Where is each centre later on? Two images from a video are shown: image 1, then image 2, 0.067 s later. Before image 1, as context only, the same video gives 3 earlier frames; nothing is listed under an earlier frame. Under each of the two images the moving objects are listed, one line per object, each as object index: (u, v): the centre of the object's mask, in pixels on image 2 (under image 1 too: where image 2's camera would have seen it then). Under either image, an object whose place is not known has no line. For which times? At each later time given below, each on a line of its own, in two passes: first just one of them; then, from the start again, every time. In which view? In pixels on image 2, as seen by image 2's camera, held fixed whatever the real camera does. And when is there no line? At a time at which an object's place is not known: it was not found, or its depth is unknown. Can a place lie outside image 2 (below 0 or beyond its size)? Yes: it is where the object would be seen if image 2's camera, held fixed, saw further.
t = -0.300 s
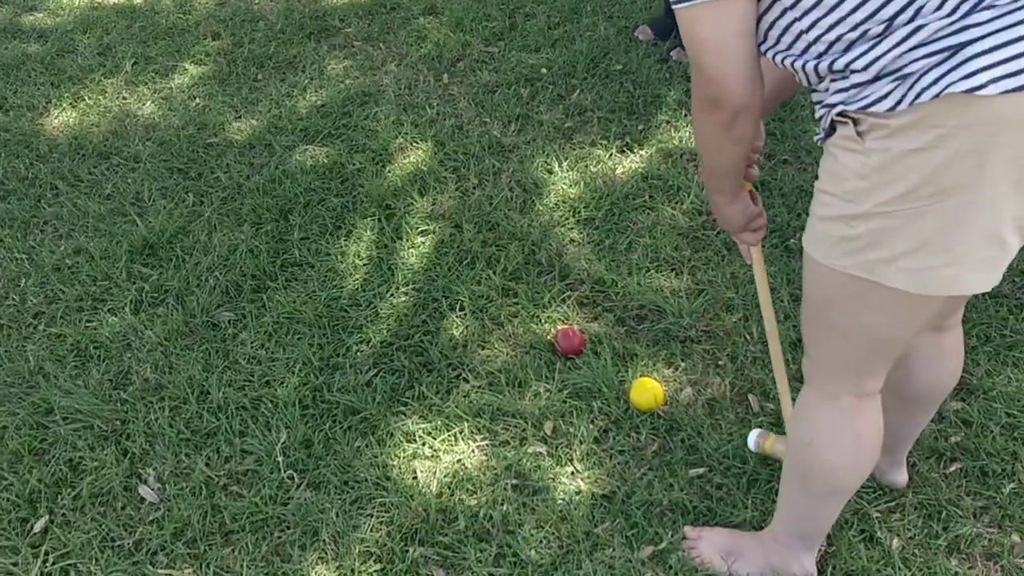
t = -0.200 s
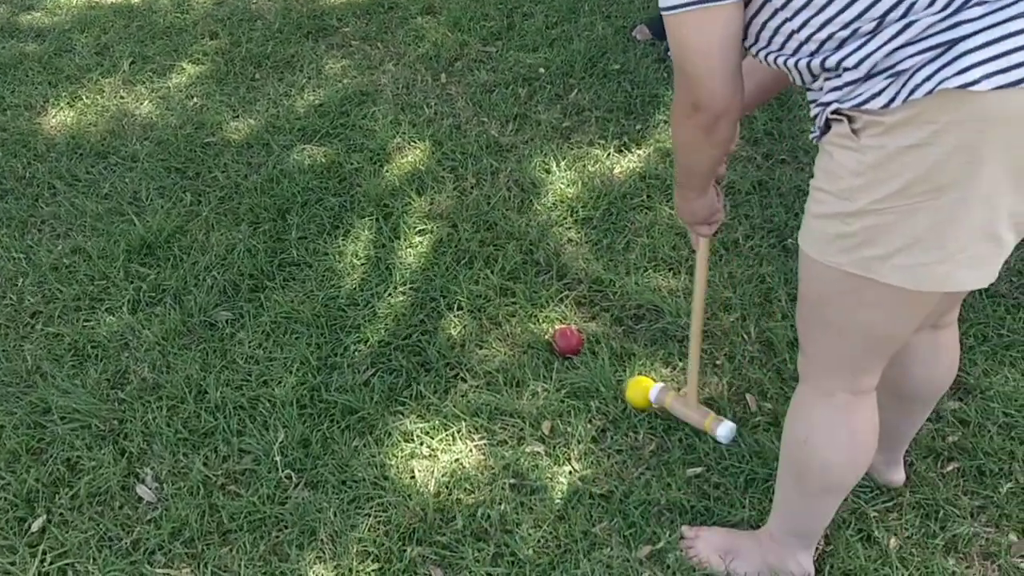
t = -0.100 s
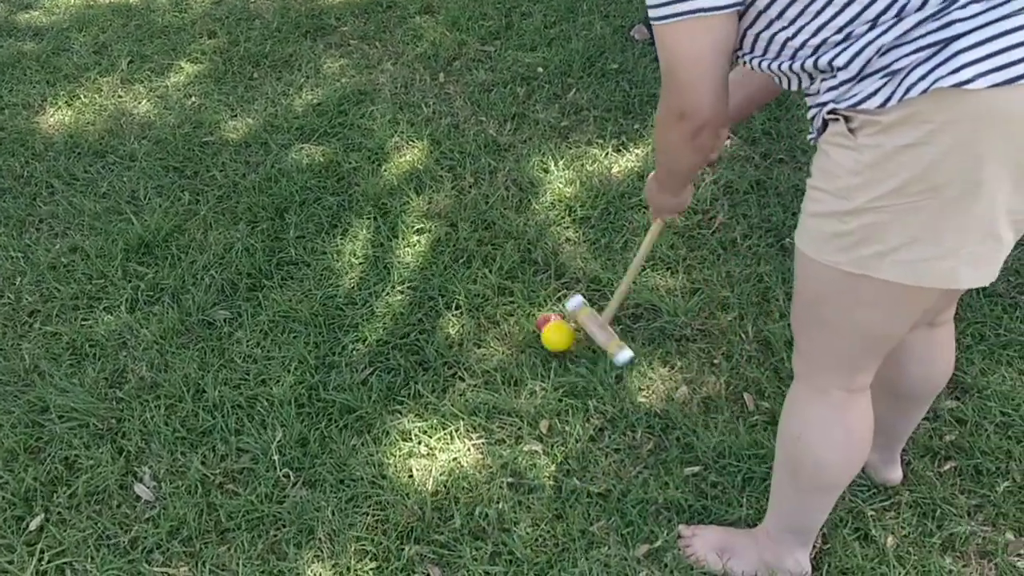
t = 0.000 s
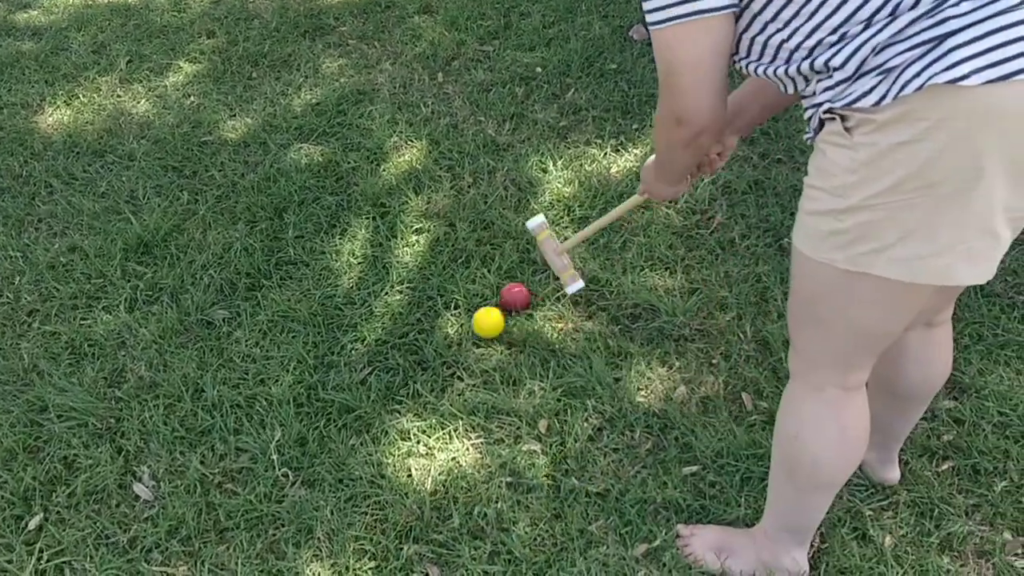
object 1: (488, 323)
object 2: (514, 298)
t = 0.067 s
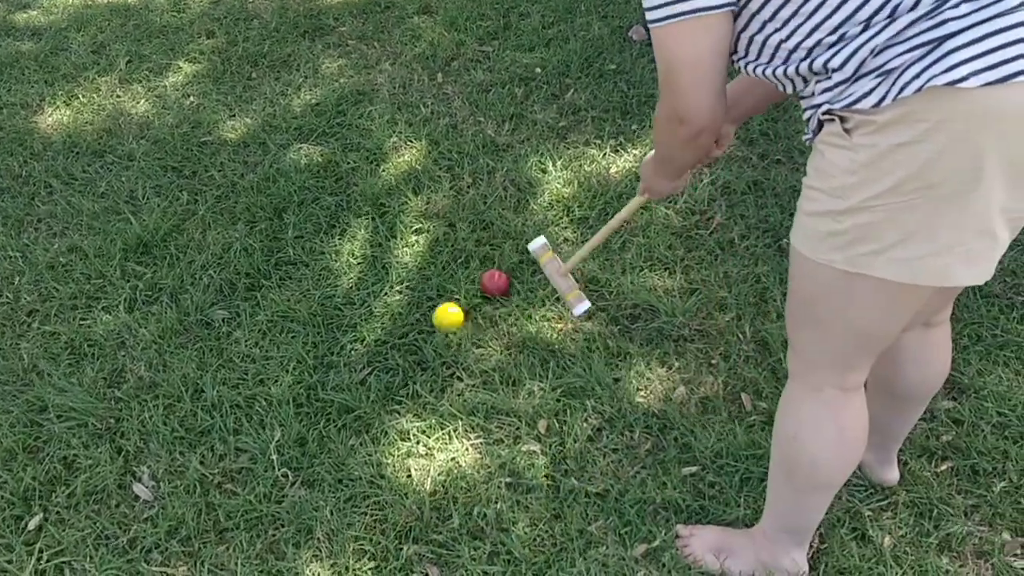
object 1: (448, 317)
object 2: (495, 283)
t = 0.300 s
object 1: (351, 277)
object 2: (461, 241)
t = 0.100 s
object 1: (432, 306)
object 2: (489, 271)
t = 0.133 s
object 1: (417, 298)
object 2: (484, 262)
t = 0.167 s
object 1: (402, 293)
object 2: (479, 255)
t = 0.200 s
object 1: (388, 290)
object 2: (474, 253)
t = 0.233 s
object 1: (374, 289)
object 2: (468, 251)
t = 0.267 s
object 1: (361, 284)
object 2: (465, 247)
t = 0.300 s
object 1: (351, 277)
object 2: (461, 241)
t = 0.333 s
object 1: (341, 271)
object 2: (460, 237)
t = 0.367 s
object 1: (332, 268)
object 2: (460, 234)
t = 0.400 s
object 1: (323, 268)
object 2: (460, 231)
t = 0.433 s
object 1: (314, 270)
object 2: (461, 231)
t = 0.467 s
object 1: (306, 268)
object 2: (460, 230)
